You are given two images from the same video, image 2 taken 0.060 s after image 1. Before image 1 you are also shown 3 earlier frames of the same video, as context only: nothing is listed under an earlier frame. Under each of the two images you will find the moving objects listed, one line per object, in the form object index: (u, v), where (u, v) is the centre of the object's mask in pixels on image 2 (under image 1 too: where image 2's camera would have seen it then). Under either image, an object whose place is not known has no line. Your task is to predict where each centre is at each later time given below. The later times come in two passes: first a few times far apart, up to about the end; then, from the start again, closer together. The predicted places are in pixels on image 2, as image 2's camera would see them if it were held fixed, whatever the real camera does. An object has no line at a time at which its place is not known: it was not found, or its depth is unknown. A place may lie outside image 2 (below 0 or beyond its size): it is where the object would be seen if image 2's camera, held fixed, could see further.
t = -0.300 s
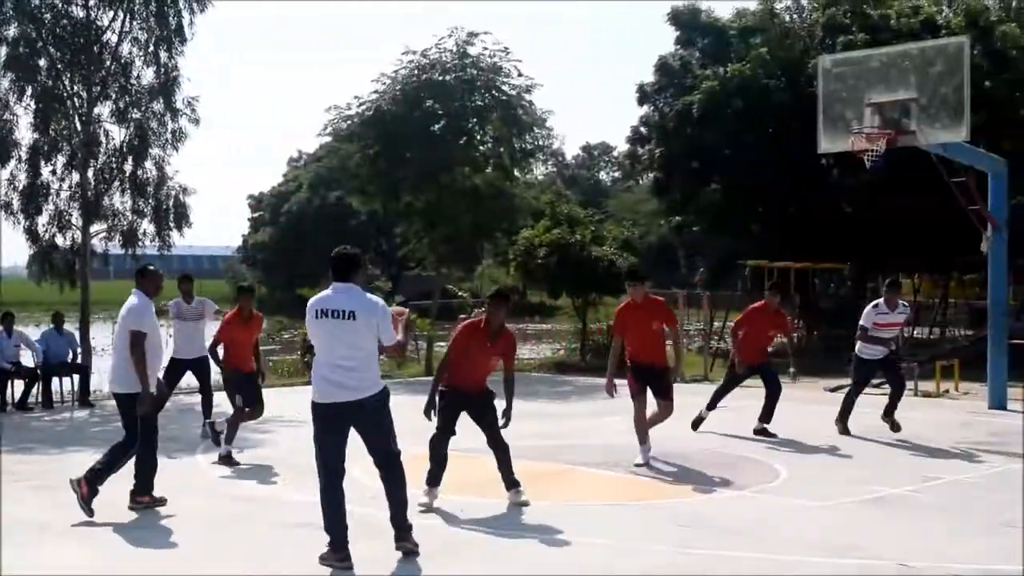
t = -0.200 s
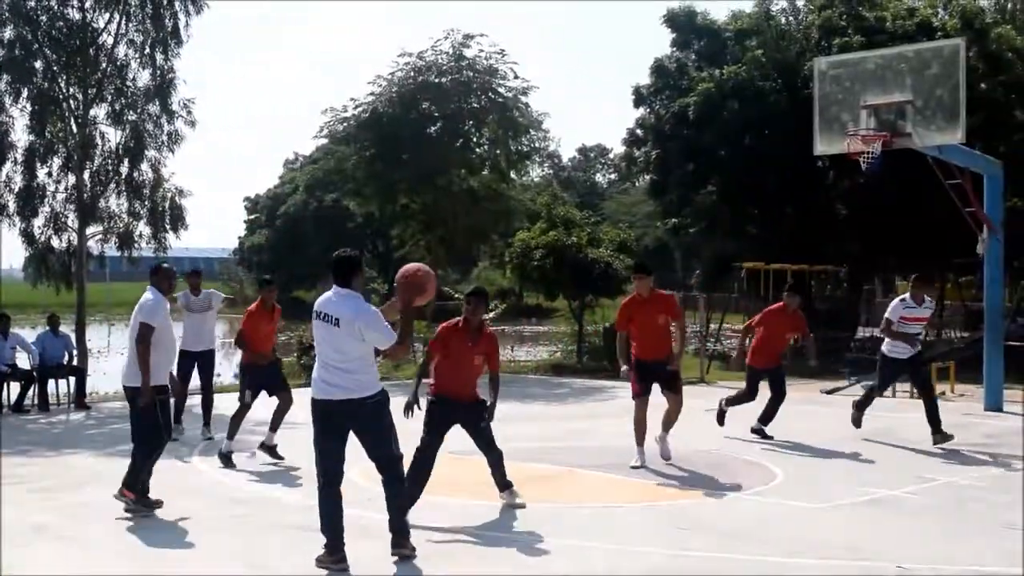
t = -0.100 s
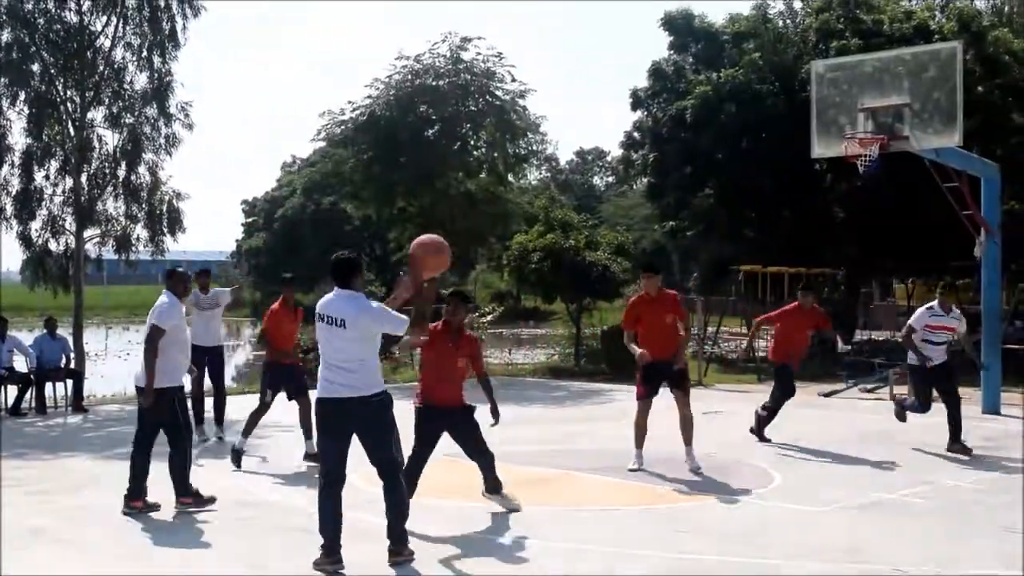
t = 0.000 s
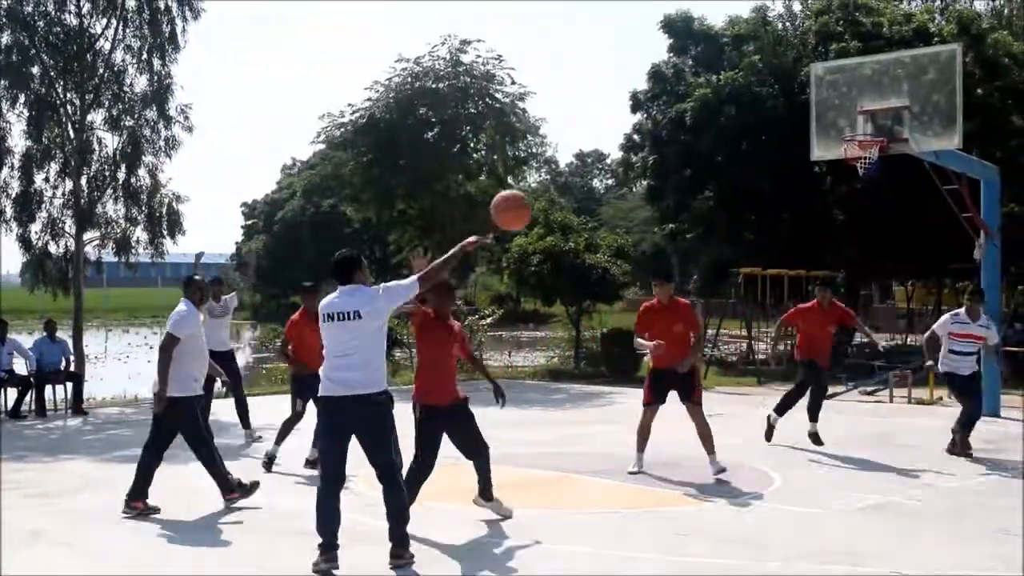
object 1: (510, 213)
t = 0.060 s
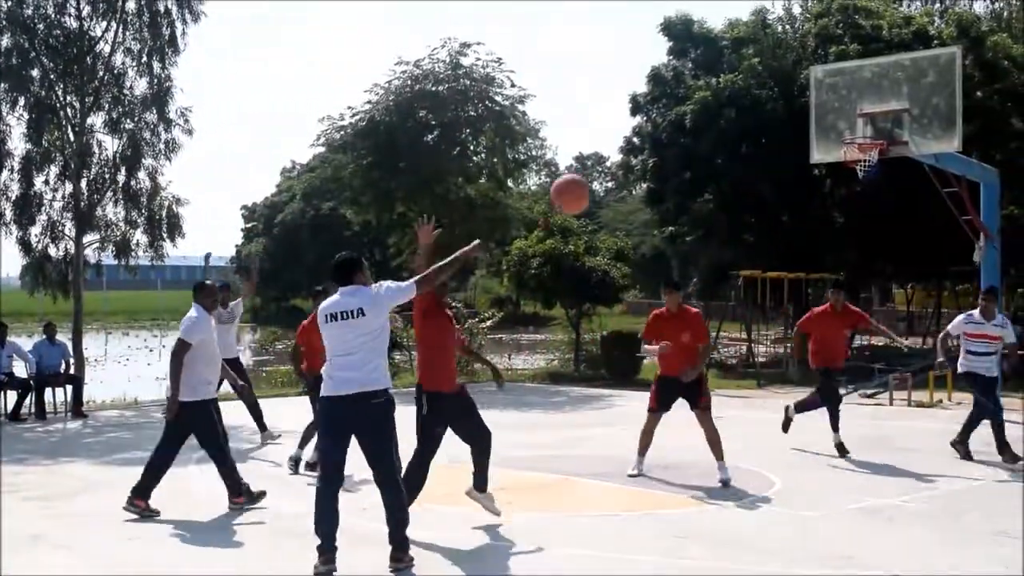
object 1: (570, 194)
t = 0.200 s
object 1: (699, 174)
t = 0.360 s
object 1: (830, 191)
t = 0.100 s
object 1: (608, 185)
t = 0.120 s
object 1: (627, 182)
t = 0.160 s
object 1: (664, 176)
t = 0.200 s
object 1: (699, 174)
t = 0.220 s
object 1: (716, 175)
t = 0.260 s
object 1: (750, 176)
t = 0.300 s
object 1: (782, 180)
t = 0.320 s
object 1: (798, 183)
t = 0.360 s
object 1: (830, 191)
